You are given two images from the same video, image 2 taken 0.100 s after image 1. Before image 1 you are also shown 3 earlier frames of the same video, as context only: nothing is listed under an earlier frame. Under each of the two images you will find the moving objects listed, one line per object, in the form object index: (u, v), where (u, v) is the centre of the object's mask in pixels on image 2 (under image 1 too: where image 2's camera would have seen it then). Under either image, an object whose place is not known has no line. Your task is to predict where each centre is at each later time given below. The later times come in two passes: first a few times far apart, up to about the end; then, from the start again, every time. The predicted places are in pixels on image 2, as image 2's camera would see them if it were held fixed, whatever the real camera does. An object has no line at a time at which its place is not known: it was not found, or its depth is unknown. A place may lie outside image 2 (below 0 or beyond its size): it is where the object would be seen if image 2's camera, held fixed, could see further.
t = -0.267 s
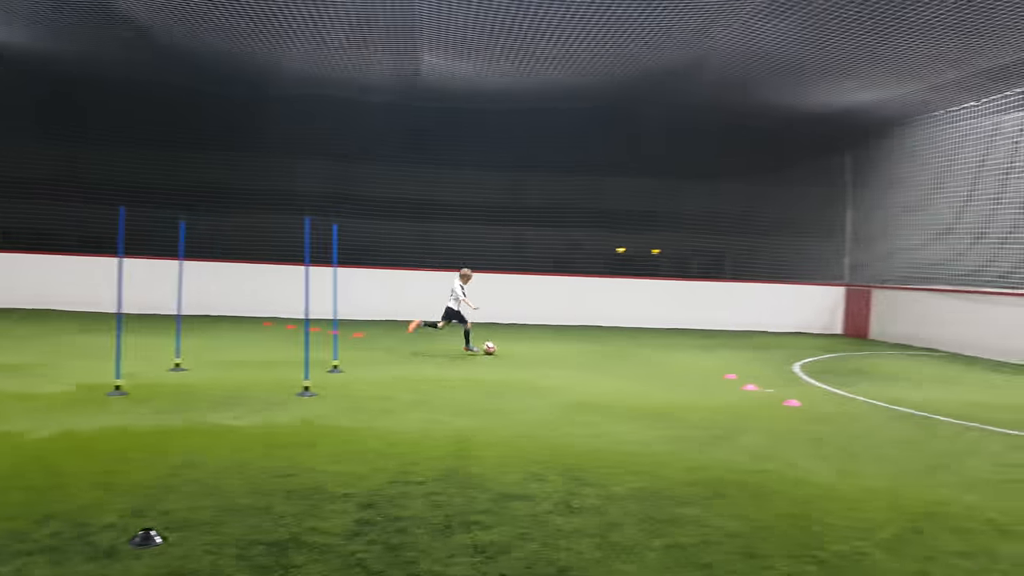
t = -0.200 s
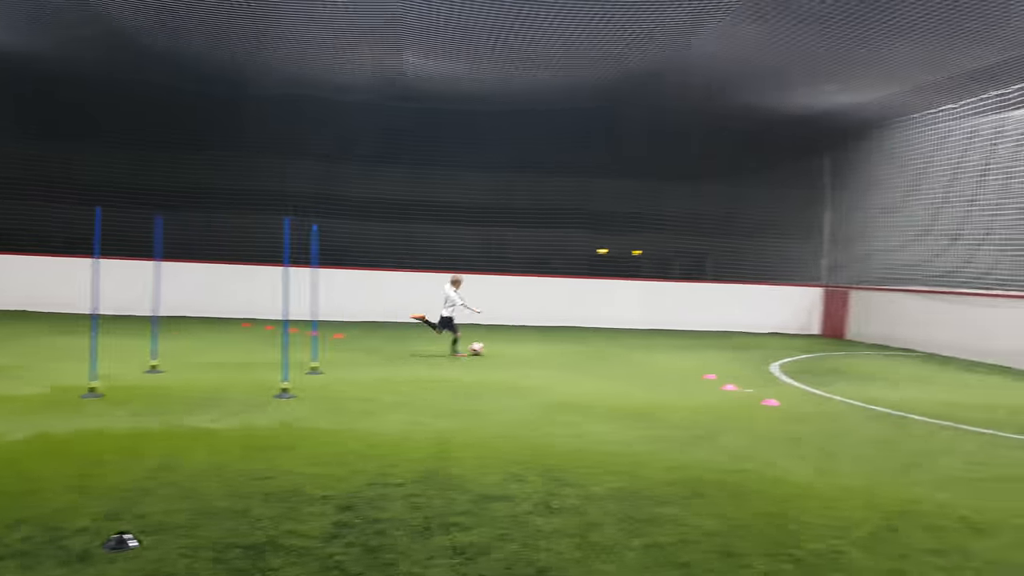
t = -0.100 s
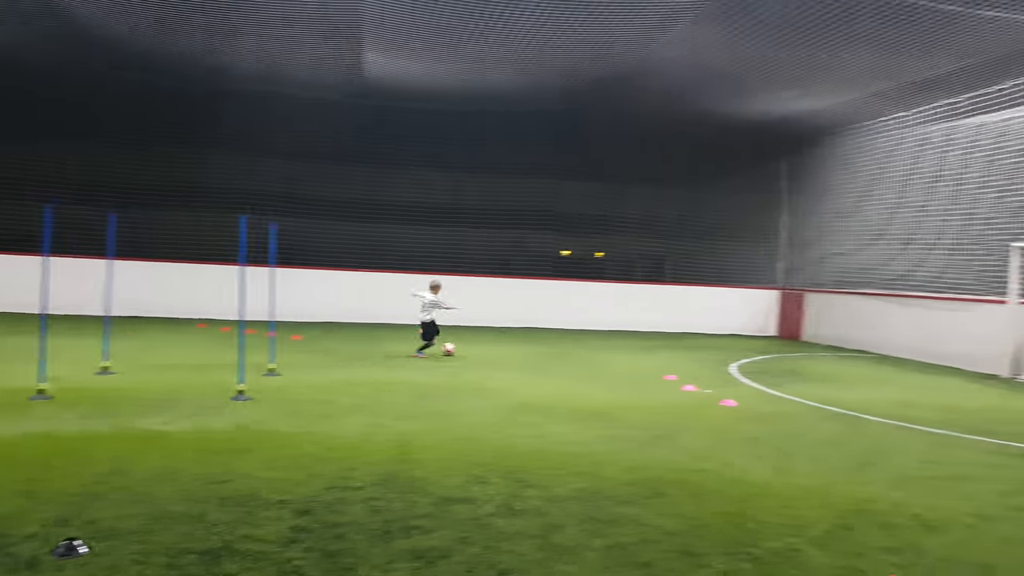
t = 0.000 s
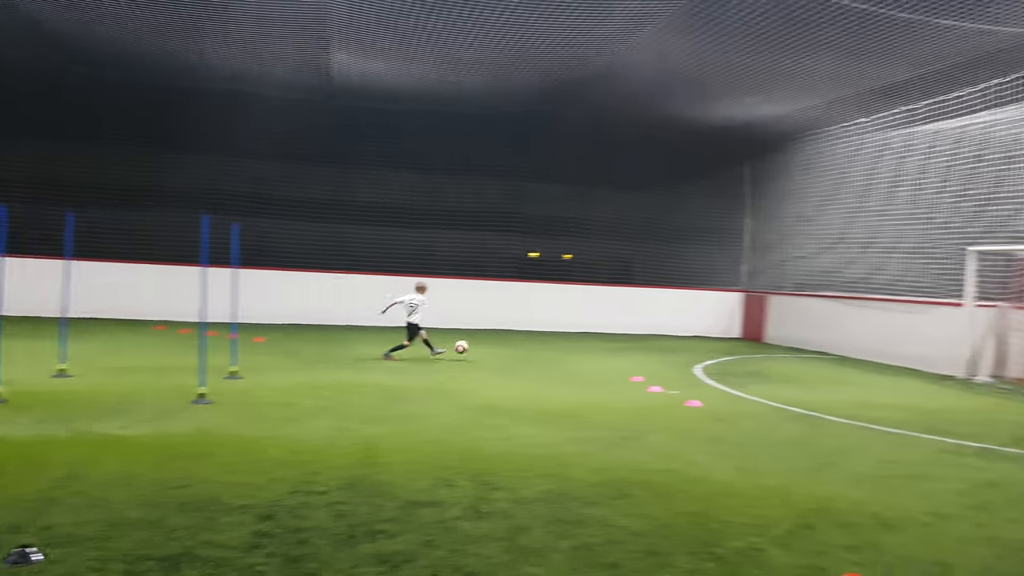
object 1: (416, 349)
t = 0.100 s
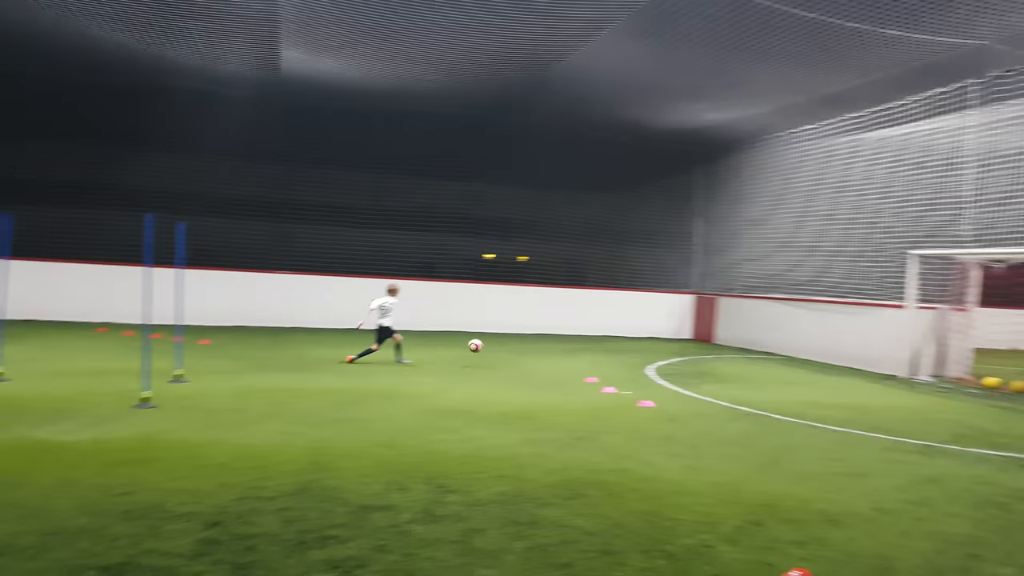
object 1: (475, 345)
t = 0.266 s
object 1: (577, 356)
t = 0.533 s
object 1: (713, 358)
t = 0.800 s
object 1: (833, 374)
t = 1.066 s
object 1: (970, 378)
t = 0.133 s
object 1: (496, 346)
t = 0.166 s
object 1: (516, 347)
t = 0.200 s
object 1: (536, 349)
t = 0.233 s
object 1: (557, 352)
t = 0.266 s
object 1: (577, 356)
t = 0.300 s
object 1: (597, 360)
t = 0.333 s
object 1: (618, 366)
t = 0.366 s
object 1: (639, 373)
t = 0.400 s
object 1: (654, 369)
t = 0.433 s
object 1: (669, 366)
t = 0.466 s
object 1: (683, 362)
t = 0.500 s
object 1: (699, 360)
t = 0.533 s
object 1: (713, 358)
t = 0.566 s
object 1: (726, 357)
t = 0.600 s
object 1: (739, 356)
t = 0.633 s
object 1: (752, 358)
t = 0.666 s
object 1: (765, 359)
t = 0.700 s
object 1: (781, 362)
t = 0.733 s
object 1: (797, 365)
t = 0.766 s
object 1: (815, 369)
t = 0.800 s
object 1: (833, 374)
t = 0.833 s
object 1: (851, 380)
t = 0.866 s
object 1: (867, 388)
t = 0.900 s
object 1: (883, 389)
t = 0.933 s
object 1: (901, 385)
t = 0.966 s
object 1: (918, 381)
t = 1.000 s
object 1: (935, 379)
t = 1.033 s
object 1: (953, 378)
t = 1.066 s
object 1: (970, 378)
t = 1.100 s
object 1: (988, 379)
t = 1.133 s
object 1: (1005, 381)
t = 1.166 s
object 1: (1020, 383)
